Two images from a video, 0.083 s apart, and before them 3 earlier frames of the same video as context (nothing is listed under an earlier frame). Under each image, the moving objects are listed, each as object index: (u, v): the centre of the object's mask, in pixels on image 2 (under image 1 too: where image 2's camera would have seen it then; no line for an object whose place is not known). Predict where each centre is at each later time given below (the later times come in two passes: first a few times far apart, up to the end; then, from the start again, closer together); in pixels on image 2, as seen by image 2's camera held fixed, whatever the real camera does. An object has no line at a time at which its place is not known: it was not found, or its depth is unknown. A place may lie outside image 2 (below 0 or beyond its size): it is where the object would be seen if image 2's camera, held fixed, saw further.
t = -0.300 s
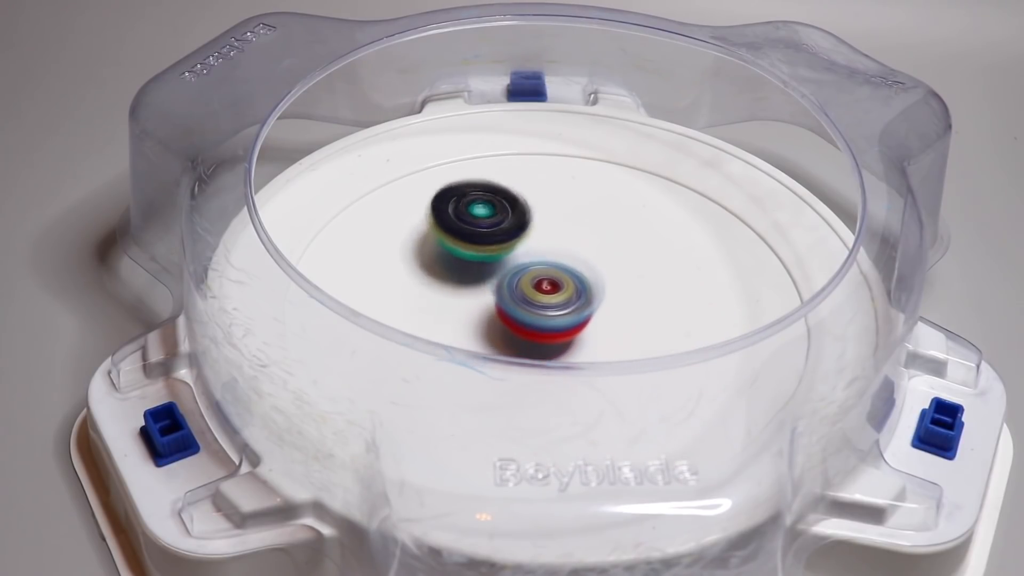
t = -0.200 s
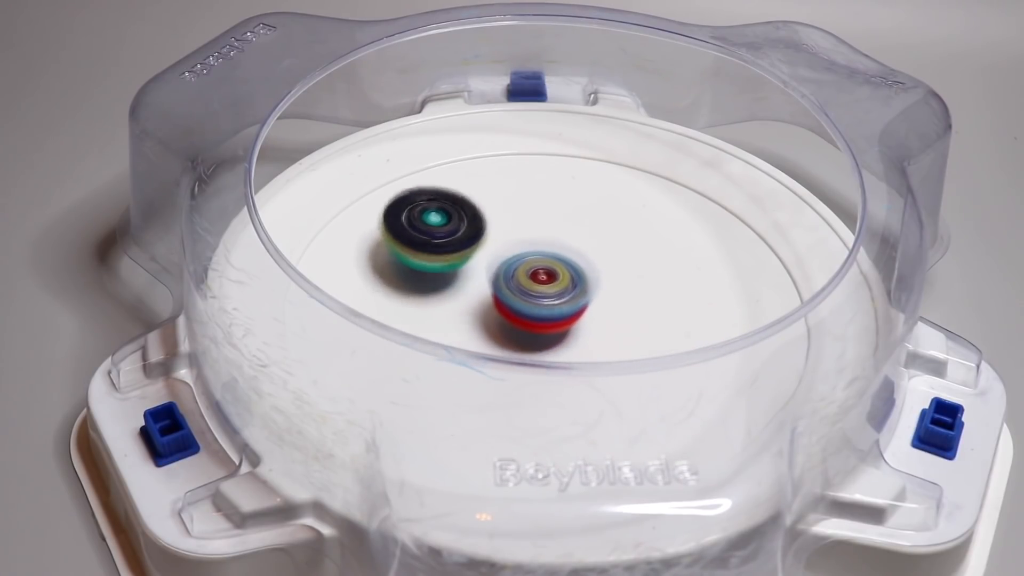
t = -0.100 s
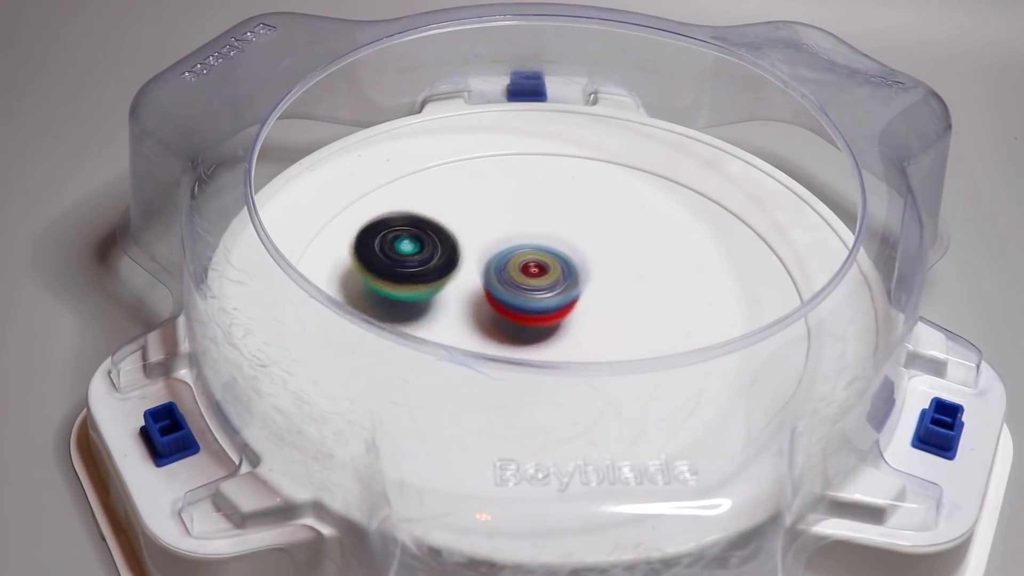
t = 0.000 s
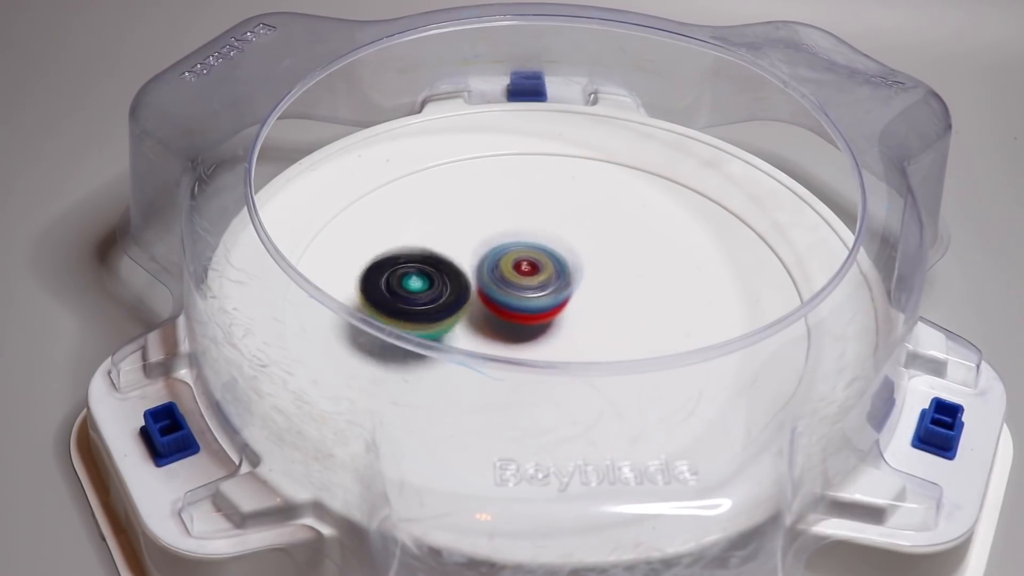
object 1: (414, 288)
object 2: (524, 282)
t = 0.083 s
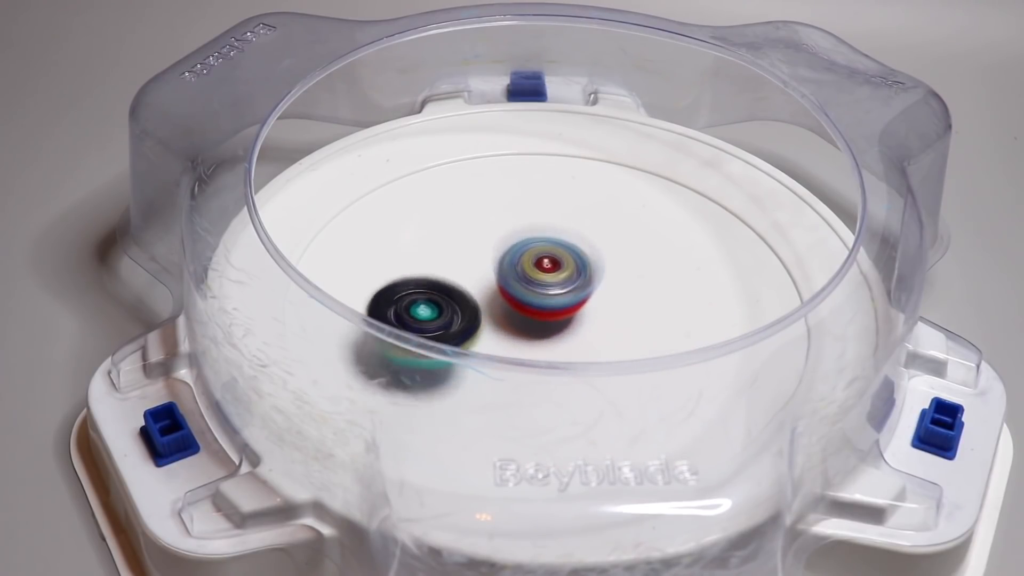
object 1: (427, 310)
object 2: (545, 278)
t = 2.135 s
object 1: (534, 251)
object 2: (429, 340)
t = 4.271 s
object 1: (556, 270)
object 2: (572, 388)
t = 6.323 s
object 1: (573, 252)
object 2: (602, 399)
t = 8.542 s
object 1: (571, 282)
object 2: (469, 329)
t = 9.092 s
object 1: (617, 329)
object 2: (519, 220)
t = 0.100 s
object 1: (434, 314)
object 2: (549, 276)
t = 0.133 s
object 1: (448, 321)
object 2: (553, 275)
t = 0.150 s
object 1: (457, 324)
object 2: (556, 274)
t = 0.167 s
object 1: (463, 334)
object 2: (558, 273)
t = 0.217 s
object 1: (494, 343)
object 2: (563, 270)
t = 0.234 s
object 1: (504, 344)
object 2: (565, 268)
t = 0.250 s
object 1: (513, 351)
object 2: (566, 267)
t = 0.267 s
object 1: (524, 350)
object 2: (567, 266)
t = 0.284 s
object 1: (535, 347)
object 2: (569, 265)
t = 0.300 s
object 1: (546, 338)
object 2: (569, 264)
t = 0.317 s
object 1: (555, 338)
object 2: (571, 263)
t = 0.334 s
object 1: (565, 337)
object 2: (571, 262)
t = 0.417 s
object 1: (608, 328)
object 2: (572, 258)
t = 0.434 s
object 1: (614, 325)
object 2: (571, 258)
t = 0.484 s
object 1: (633, 313)
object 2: (570, 257)
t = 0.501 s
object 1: (638, 311)
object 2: (571, 253)
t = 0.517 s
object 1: (643, 312)
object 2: (570, 249)
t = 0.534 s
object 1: (649, 312)
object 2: (568, 244)
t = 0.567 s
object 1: (657, 307)
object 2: (565, 238)
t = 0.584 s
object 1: (662, 304)
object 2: (563, 235)
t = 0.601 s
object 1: (666, 299)
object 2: (560, 234)
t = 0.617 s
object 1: (669, 297)
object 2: (558, 232)
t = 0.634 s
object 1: (673, 293)
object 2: (555, 231)
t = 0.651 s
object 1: (675, 288)
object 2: (552, 231)
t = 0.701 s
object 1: (678, 274)
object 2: (543, 231)
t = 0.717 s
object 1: (675, 270)
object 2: (539, 231)
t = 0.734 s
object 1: (674, 266)
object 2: (536, 231)
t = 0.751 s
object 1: (672, 261)
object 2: (532, 232)
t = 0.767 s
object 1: (666, 257)
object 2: (529, 234)
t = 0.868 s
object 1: (624, 242)
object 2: (515, 247)
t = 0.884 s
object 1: (620, 243)
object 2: (509, 249)
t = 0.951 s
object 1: (598, 246)
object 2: (484, 257)
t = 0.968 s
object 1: (589, 248)
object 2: (480, 259)
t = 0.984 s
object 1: (586, 252)
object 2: (471, 262)
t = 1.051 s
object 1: (571, 266)
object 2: (450, 273)
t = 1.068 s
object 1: (566, 271)
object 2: (447, 276)
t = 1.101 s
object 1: (561, 278)
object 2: (443, 283)
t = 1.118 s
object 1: (557, 284)
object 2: (442, 286)
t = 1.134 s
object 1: (556, 289)
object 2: (442, 290)
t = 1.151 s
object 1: (556, 293)
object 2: (440, 292)
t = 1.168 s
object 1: (558, 299)
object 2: (437, 295)
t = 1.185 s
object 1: (561, 304)
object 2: (435, 298)
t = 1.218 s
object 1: (565, 313)
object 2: (435, 301)
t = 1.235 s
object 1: (570, 320)
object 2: (436, 303)
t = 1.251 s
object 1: (572, 322)
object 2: (438, 305)
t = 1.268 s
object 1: (576, 325)
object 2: (439, 307)
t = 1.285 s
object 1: (582, 327)
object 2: (441, 309)
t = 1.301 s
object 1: (584, 329)
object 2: (442, 311)
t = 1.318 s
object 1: (589, 330)
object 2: (445, 313)
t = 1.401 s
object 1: (614, 335)
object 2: (461, 322)
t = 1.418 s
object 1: (619, 335)
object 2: (466, 324)
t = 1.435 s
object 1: (623, 334)
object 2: (470, 326)
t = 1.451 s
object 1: (628, 334)
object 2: (475, 335)
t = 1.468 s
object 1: (633, 333)
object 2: (479, 338)
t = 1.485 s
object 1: (635, 332)
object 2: (486, 339)
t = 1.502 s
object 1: (638, 331)
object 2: (491, 340)
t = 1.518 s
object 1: (642, 329)
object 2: (498, 340)
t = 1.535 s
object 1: (642, 327)
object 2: (505, 332)
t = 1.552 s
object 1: (642, 325)
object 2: (510, 332)
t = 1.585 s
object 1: (642, 319)
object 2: (520, 332)
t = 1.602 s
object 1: (646, 315)
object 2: (518, 331)
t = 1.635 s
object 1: (653, 306)
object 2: (514, 328)
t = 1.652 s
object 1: (655, 302)
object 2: (513, 326)
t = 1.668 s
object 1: (655, 297)
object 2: (512, 325)
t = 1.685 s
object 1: (654, 294)
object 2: (512, 323)
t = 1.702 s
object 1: (653, 288)
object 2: (512, 321)
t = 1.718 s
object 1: (651, 284)
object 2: (511, 319)
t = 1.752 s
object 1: (642, 275)
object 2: (510, 315)
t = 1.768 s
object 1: (637, 272)
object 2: (510, 312)
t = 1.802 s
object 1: (626, 266)
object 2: (510, 306)
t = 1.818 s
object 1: (618, 263)
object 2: (509, 303)
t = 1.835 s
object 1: (616, 262)
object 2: (502, 301)
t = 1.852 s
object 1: (618, 257)
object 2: (492, 298)
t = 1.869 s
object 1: (618, 254)
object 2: (481, 293)
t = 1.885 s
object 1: (616, 252)
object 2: (470, 290)
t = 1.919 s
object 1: (610, 247)
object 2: (447, 285)
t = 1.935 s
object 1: (607, 244)
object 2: (435, 284)
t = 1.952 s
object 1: (601, 242)
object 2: (425, 285)
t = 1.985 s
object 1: (590, 239)
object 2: (407, 287)
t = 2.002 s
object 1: (583, 238)
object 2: (401, 289)
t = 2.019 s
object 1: (577, 238)
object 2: (396, 292)
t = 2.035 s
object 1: (570, 239)
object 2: (394, 295)
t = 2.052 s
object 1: (563, 240)
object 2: (395, 299)
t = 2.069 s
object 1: (558, 241)
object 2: (393, 313)
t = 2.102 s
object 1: (546, 245)
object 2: (406, 328)
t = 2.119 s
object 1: (540, 248)
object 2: (416, 334)
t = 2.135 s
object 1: (534, 251)
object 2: (429, 340)
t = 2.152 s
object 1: (531, 254)
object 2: (443, 345)
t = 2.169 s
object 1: (526, 257)
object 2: (459, 345)
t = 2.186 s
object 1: (522, 263)
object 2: (475, 345)
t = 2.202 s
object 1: (523, 265)
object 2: (486, 346)
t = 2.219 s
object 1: (524, 259)
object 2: (493, 353)
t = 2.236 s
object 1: (529, 254)
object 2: (502, 358)
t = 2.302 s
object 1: (538, 239)
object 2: (537, 360)
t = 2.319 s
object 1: (541, 236)
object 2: (546, 361)
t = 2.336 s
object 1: (542, 233)
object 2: (555, 359)
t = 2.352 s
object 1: (542, 230)
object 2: (563, 352)
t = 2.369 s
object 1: (544, 228)
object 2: (569, 337)
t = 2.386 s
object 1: (543, 225)
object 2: (576, 334)
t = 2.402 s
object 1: (544, 224)
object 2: (581, 329)
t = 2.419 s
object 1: (542, 221)
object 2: (580, 325)
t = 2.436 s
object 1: (543, 219)
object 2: (582, 319)
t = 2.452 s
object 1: (543, 217)
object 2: (580, 311)
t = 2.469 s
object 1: (542, 218)
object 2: (576, 303)
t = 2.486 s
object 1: (542, 214)
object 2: (573, 301)
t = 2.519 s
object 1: (536, 203)
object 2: (564, 298)
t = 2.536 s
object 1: (533, 198)
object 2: (557, 299)
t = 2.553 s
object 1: (530, 196)
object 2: (551, 299)
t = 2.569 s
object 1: (529, 192)
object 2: (545, 299)
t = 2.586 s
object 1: (525, 190)
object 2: (537, 300)
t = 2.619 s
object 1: (517, 187)
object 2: (525, 304)
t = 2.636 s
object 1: (514, 187)
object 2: (519, 306)
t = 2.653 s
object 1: (510, 186)
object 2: (514, 309)
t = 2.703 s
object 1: (500, 190)
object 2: (506, 318)
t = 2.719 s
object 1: (499, 193)
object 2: (505, 320)
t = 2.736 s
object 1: (495, 196)
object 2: (505, 322)
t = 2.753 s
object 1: (495, 201)
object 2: (507, 326)
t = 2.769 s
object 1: (494, 204)
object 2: (510, 327)
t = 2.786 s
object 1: (494, 209)
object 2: (513, 330)
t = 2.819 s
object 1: (496, 220)
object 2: (524, 333)
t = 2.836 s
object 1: (499, 225)
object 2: (529, 334)
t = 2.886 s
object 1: (505, 239)
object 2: (548, 335)
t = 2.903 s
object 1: (509, 246)
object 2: (555, 334)
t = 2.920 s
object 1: (514, 250)
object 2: (561, 333)
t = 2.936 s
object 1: (517, 256)
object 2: (566, 333)
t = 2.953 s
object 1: (523, 255)
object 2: (575, 334)
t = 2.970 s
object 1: (521, 250)
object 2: (584, 336)
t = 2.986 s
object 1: (523, 247)
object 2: (593, 348)
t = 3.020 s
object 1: (526, 241)
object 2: (610, 354)
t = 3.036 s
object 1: (527, 238)
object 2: (617, 355)
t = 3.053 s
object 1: (529, 238)
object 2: (628, 355)
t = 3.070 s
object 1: (532, 237)
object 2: (633, 354)
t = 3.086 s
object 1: (534, 237)
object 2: (639, 352)
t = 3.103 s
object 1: (538, 236)
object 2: (646, 348)
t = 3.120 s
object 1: (539, 237)
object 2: (648, 345)
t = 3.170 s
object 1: (546, 238)
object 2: (651, 328)
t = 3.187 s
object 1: (547, 237)
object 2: (651, 325)
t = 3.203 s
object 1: (550, 239)
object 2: (648, 323)
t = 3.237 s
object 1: (554, 241)
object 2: (640, 316)
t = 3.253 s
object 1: (556, 241)
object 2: (635, 313)
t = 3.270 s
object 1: (556, 237)
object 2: (632, 316)
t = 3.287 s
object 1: (550, 226)
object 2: (634, 322)
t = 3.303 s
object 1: (544, 218)
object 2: (634, 325)
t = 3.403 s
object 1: (511, 188)
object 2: (655, 372)
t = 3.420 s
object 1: (507, 185)
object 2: (660, 375)
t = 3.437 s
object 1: (502, 183)
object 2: (666, 379)
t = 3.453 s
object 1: (498, 182)
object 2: (671, 381)
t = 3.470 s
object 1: (493, 181)
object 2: (677, 382)
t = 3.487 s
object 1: (489, 181)
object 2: (681, 383)
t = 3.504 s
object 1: (484, 180)
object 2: (685, 382)
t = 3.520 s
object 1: (480, 181)
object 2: (687, 382)
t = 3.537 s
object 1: (475, 182)
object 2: (689, 379)
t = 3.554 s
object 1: (472, 185)
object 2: (687, 377)
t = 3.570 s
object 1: (468, 187)
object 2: (686, 374)
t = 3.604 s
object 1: (463, 193)
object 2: (681, 369)
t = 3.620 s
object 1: (462, 198)
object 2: (674, 370)
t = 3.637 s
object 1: (461, 203)
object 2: (669, 355)
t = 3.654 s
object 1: (461, 208)
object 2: (661, 357)
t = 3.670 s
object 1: (462, 214)
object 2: (655, 352)
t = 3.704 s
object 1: (465, 225)
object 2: (637, 345)
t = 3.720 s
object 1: (467, 230)
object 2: (624, 335)
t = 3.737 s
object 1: (469, 235)
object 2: (613, 334)
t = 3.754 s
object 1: (472, 241)
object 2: (599, 333)
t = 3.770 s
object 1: (475, 245)
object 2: (588, 333)
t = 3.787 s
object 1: (478, 251)
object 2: (574, 332)
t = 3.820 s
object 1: (486, 259)
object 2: (549, 332)
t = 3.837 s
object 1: (487, 257)
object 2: (541, 335)
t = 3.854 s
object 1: (485, 250)
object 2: (531, 353)
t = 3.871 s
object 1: (484, 245)
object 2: (524, 360)
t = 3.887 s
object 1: (482, 241)
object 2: (517, 373)
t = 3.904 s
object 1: (484, 238)
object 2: (510, 379)
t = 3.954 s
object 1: (486, 230)
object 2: (501, 402)
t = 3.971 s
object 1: (488, 230)
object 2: (498, 404)
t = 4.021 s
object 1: (493, 234)
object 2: (502, 417)
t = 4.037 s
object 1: (495, 236)
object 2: (506, 421)
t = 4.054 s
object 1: (497, 239)
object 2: (511, 424)
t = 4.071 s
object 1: (500, 241)
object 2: (517, 427)
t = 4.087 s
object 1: (504, 244)
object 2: (524, 428)
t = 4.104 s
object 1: (508, 246)
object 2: (534, 428)
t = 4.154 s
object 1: (521, 255)
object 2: (556, 425)
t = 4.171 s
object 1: (526, 257)
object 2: (564, 422)
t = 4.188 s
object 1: (531, 260)
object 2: (569, 419)
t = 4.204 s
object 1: (536, 262)
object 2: (572, 415)
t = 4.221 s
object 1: (542, 264)
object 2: (574, 410)
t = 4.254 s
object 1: (552, 268)
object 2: (577, 402)
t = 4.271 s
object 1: (556, 270)
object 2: (572, 388)
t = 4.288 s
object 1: (562, 272)
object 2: (570, 377)
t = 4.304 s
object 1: (566, 273)
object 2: (567, 365)
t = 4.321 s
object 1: (575, 273)
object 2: (561, 359)
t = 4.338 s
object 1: (589, 264)
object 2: (545, 367)
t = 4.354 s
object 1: (603, 244)
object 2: (524, 378)
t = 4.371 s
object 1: (615, 225)
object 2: (501, 393)
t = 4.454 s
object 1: (667, 158)
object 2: (436, 396)
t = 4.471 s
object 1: (673, 146)
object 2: (425, 397)
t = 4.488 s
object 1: (680, 143)
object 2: (417, 398)
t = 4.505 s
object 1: (679, 137)
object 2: (409, 398)
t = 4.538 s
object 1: (681, 133)
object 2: (395, 396)
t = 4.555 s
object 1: (680, 131)
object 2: (388, 395)
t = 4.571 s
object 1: (680, 131)
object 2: (382, 393)
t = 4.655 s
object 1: (671, 139)
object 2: (356, 383)
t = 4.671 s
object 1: (669, 139)
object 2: (354, 380)
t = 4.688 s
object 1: (668, 144)
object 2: (351, 377)
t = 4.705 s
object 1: (665, 146)
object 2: (348, 374)
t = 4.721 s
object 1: (664, 154)
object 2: (347, 370)
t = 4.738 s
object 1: (658, 162)
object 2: (346, 367)
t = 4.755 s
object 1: (656, 168)
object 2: (344, 364)
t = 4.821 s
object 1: (634, 201)
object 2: (346, 351)
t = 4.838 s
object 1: (630, 210)
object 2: (347, 348)
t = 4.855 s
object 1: (622, 220)
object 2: (356, 337)
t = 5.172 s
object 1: (487, 347)
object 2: (467, 244)
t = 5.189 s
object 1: (479, 353)
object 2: (473, 240)
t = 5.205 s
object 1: (470, 369)
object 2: (481, 237)
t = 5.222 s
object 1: (462, 370)
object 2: (488, 234)
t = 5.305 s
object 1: (440, 384)
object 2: (525, 221)
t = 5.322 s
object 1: (441, 384)
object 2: (531, 219)
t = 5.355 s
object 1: (440, 382)
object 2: (546, 215)
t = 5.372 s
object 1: (441, 380)
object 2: (552, 214)
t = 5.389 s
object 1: (441, 380)
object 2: (560, 212)
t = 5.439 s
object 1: (444, 374)
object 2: (582, 209)
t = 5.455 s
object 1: (451, 373)
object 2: (590, 209)
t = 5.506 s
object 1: (463, 363)
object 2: (612, 210)
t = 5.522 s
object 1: (471, 350)
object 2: (618, 210)
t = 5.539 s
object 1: (475, 352)
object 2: (625, 211)
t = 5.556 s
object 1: (473, 339)
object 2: (632, 213)
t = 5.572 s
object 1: (477, 337)
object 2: (638, 213)
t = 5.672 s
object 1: (510, 321)
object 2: (675, 226)
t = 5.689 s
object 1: (515, 313)
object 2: (680, 228)
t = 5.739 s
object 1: (528, 299)
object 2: (694, 238)
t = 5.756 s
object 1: (533, 294)
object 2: (699, 242)
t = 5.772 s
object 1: (536, 281)
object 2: (703, 246)
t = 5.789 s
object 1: (540, 276)
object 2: (706, 249)
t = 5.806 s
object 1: (545, 273)
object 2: (710, 254)
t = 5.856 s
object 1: (555, 252)
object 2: (716, 268)
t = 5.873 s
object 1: (558, 244)
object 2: (717, 273)
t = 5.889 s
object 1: (561, 238)
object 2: (717, 277)
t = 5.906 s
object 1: (564, 231)
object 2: (718, 282)
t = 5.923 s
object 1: (567, 221)
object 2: (718, 288)
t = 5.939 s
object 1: (569, 217)
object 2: (718, 293)
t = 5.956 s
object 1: (572, 217)
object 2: (717, 298)
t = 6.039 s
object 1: (579, 189)
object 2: (703, 317)
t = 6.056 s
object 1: (582, 194)
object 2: (700, 321)
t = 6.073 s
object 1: (582, 194)
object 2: (698, 333)
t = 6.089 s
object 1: (581, 188)
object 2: (694, 337)
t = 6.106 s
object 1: (585, 192)
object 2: (691, 342)
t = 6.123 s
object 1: (583, 194)
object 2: (685, 349)
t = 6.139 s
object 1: (585, 199)
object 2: (680, 352)
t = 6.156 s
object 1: (584, 202)
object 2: (675, 353)
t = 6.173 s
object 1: (584, 204)
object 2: (669, 370)
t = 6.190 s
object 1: (583, 210)
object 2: (662, 371)
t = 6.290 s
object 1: (577, 240)
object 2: (617, 389)
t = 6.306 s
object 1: (576, 245)
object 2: (610, 398)
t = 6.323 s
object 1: (573, 252)
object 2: (602, 399)
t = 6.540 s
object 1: (565, 323)
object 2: (488, 394)
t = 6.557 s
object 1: (564, 326)
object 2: (479, 391)
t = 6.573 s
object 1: (569, 328)
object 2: (472, 390)
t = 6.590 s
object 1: (566, 331)
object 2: (465, 380)
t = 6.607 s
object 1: (569, 334)
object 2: (458, 377)
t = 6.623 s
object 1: (570, 334)
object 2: (450, 373)
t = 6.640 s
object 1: (574, 337)
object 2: (442, 368)
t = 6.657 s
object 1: (570, 352)
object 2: (433, 364)
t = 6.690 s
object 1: (573, 360)
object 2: (421, 355)
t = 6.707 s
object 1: (571, 362)
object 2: (416, 352)
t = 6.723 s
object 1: (574, 362)
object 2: (411, 349)
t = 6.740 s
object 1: (573, 362)
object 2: (405, 347)
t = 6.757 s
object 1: (574, 362)
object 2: (404, 332)
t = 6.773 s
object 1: (573, 362)
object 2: (399, 330)
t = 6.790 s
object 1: (573, 360)
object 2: (395, 326)
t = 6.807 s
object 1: (574, 359)
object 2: (392, 322)
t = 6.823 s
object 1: (575, 355)
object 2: (390, 315)
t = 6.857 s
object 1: (574, 348)
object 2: (392, 300)
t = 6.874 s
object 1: (577, 349)
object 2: (390, 296)
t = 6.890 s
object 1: (565, 347)
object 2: (390, 293)
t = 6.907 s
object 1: (569, 347)
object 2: (389, 291)
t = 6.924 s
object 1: (565, 346)
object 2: (389, 287)
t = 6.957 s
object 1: (564, 341)
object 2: (390, 282)
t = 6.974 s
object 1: (563, 339)
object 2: (389, 279)
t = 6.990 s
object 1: (560, 333)
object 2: (391, 274)
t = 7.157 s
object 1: (535, 284)
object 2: (434, 238)
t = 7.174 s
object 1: (535, 282)
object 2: (441, 235)
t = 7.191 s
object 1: (535, 275)
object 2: (445, 230)
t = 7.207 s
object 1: (538, 274)
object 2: (448, 225)
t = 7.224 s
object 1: (540, 273)
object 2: (453, 221)
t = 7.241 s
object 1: (543, 273)
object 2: (456, 218)
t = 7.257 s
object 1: (544, 266)
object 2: (458, 214)
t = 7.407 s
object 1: (561, 270)
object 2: (505, 195)
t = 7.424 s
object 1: (563, 269)
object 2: (511, 196)
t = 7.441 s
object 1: (566, 272)
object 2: (517, 195)
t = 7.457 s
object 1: (568, 280)
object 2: (523, 195)
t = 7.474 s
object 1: (566, 276)
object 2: (529, 195)
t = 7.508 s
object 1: (572, 276)
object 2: (540, 196)
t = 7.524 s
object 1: (571, 282)
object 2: (548, 197)
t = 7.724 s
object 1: (559, 302)
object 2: (616, 235)
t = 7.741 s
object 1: (557, 305)
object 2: (620, 240)
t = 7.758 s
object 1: (551, 303)
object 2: (625, 244)
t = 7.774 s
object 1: (554, 304)
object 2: (631, 249)
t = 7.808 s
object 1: (548, 305)
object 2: (636, 258)
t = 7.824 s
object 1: (547, 311)
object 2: (639, 264)
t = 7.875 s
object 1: (540, 312)
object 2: (645, 278)
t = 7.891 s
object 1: (539, 312)
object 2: (647, 284)
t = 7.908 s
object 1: (535, 307)
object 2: (648, 289)
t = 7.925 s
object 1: (528, 309)
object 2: (651, 294)
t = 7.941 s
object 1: (522, 309)
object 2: (654, 299)
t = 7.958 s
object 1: (513, 309)
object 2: (655, 305)
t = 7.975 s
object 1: (506, 309)
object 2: (655, 310)
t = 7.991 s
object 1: (501, 309)
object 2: (655, 313)
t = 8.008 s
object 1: (493, 306)
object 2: (655, 317)
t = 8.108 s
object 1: (466, 301)
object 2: (638, 334)
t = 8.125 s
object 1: (464, 300)
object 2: (635, 345)
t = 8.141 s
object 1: (465, 297)
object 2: (631, 348)
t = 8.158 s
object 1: (466, 296)
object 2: (625, 355)
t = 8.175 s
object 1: (464, 292)
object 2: (618, 357)
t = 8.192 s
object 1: (466, 292)
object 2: (614, 361)
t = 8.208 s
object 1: (470, 294)
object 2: (608, 361)
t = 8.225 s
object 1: (472, 292)
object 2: (600, 362)
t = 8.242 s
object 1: (475, 288)
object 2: (596, 362)
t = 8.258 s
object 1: (480, 290)
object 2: (588, 379)
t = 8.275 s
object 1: (482, 291)
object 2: (576, 378)
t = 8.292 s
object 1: (485, 287)
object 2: (569, 377)
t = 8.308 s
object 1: (490, 285)
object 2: (561, 378)
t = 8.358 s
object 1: (507, 286)
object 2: (540, 376)
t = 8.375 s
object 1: (513, 286)
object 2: (528, 375)
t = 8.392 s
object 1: (519, 285)
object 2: (525, 359)
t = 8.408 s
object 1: (524, 285)
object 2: (519, 359)
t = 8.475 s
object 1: (546, 285)
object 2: (491, 352)
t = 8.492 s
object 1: (554, 282)
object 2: (483, 348)
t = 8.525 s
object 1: (566, 281)
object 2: (476, 332)
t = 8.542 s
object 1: (571, 282)
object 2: (469, 329)
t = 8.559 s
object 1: (574, 281)
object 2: (463, 326)
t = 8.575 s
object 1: (578, 282)
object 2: (460, 323)
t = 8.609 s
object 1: (582, 284)
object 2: (454, 316)
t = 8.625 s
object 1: (586, 284)
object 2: (451, 313)
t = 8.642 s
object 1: (589, 284)
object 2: (450, 311)
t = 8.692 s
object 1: (595, 285)
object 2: (447, 299)
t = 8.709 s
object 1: (599, 287)
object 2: (449, 297)
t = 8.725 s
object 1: (600, 287)
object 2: (451, 293)
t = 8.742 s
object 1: (599, 287)
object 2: (451, 287)
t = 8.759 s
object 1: (600, 289)
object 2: (452, 282)
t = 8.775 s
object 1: (602, 294)
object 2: (456, 279)
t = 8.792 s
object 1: (600, 295)
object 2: (460, 277)
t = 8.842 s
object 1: (589, 291)
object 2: (471, 265)
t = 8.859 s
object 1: (585, 294)
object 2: (476, 263)
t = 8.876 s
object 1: (579, 295)
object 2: (478, 260)
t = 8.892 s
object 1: (577, 303)
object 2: (481, 253)
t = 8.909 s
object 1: (583, 308)
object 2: (481, 247)
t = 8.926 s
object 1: (588, 311)
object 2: (481, 240)
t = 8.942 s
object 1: (592, 314)
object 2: (479, 234)
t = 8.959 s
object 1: (597, 318)
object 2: (483, 228)
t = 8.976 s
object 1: (601, 321)
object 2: (486, 224)
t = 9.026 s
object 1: (612, 325)
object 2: (501, 221)
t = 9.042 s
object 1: (615, 326)
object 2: (505, 218)
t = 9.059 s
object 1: (617, 328)
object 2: (511, 219)
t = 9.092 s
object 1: (617, 329)
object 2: (519, 220)
